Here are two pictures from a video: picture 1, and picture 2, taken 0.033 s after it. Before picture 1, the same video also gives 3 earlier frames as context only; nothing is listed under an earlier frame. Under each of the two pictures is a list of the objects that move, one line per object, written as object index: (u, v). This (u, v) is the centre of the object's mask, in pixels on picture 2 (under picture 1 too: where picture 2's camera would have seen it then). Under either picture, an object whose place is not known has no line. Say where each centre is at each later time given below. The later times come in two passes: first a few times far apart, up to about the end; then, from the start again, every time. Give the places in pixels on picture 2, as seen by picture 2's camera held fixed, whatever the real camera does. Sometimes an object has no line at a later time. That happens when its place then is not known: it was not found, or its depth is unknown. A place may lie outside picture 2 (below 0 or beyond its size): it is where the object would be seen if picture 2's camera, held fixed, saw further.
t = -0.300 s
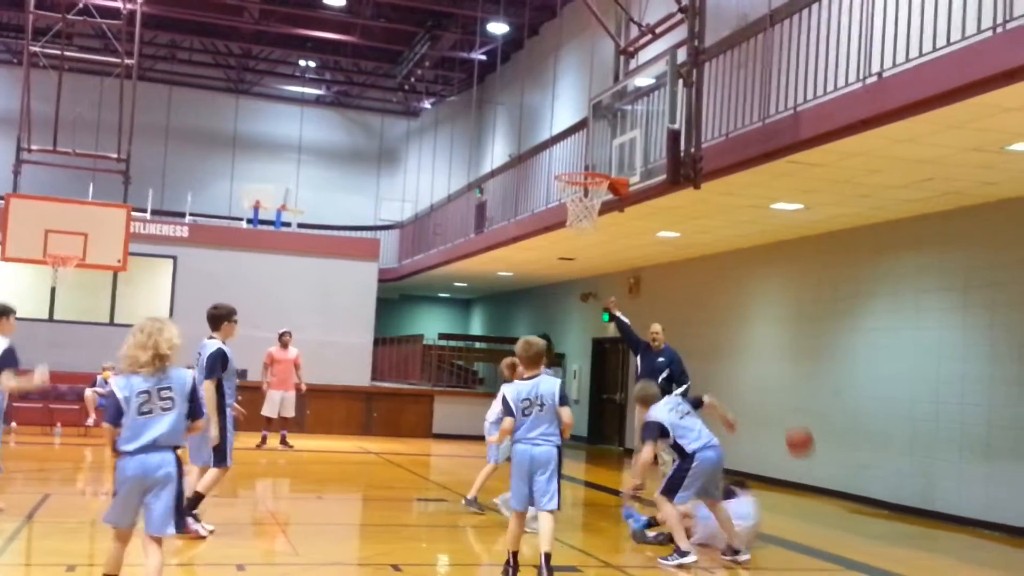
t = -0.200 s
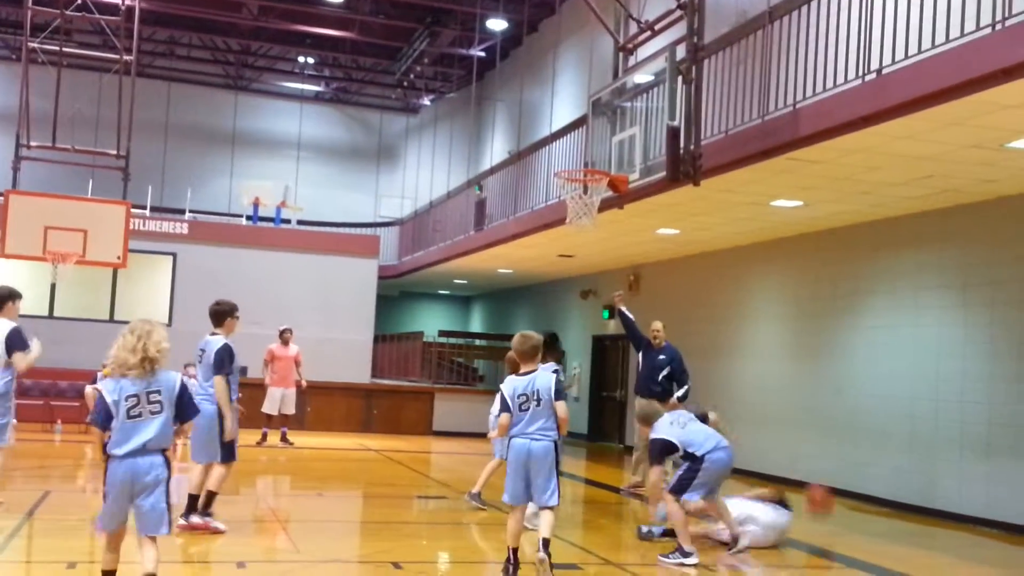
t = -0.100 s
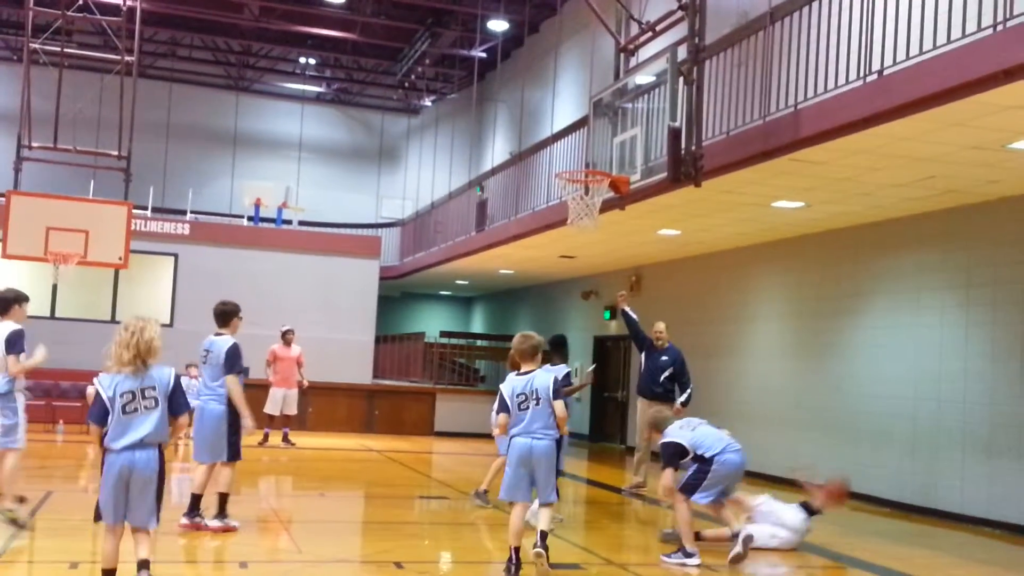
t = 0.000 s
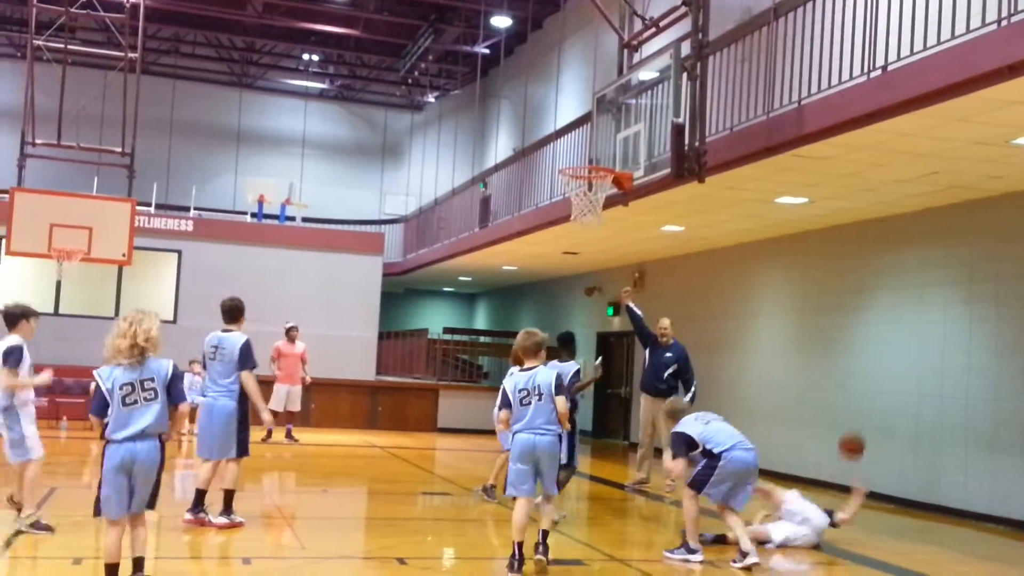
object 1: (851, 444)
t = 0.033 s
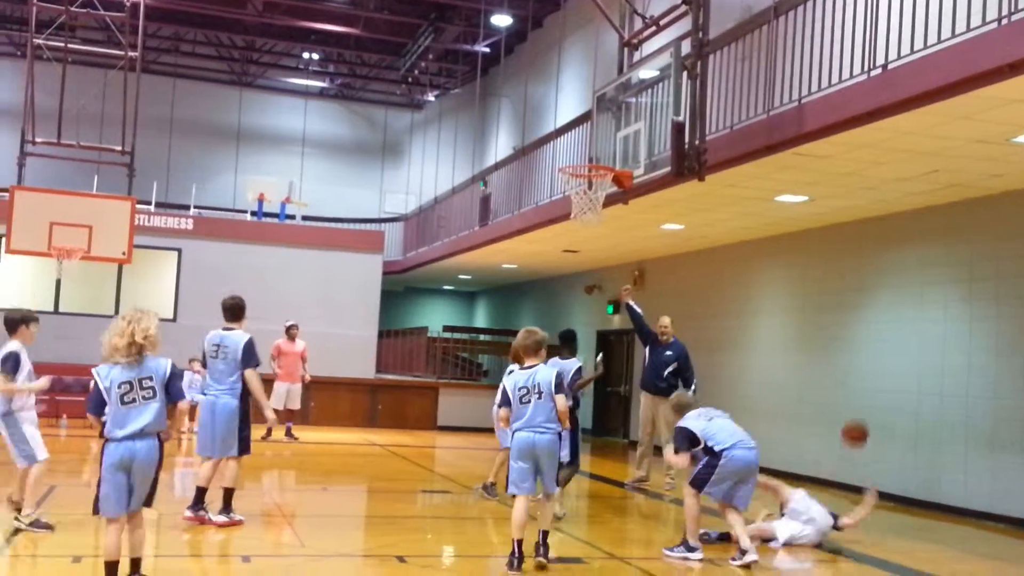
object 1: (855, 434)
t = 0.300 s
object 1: (884, 392)
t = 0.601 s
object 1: (913, 429)
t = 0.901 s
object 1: (937, 478)
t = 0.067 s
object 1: (858, 424)
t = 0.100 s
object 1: (863, 416)
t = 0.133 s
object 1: (866, 409)
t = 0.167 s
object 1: (870, 403)
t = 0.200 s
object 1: (874, 399)
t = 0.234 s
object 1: (878, 395)
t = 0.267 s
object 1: (880, 393)
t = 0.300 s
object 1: (884, 392)
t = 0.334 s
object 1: (887, 392)
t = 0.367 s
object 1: (892, 393)
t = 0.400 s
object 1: (895, 395)
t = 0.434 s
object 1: (898, 397)
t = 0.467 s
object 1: (901, 402)
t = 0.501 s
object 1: (904, 407)
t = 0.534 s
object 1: (907, 413)
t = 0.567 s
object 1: (910, 421)
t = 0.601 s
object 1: (913, 429)
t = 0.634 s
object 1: (915, 439)
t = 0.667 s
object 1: (918, 449)
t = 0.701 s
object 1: (922, 460)
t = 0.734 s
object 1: (925, 472)
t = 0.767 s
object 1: (927, 486)
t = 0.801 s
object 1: (929, 502)
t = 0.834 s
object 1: (931, 500)
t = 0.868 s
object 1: (935, 486)
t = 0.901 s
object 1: (937, 478)
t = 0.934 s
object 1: (932, 470)
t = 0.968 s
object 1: (925, 463)
